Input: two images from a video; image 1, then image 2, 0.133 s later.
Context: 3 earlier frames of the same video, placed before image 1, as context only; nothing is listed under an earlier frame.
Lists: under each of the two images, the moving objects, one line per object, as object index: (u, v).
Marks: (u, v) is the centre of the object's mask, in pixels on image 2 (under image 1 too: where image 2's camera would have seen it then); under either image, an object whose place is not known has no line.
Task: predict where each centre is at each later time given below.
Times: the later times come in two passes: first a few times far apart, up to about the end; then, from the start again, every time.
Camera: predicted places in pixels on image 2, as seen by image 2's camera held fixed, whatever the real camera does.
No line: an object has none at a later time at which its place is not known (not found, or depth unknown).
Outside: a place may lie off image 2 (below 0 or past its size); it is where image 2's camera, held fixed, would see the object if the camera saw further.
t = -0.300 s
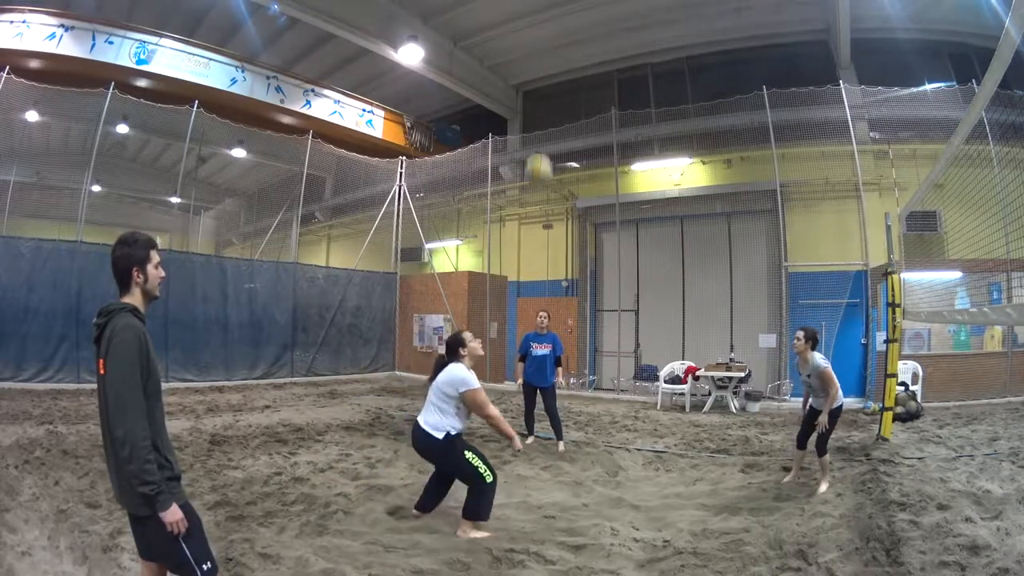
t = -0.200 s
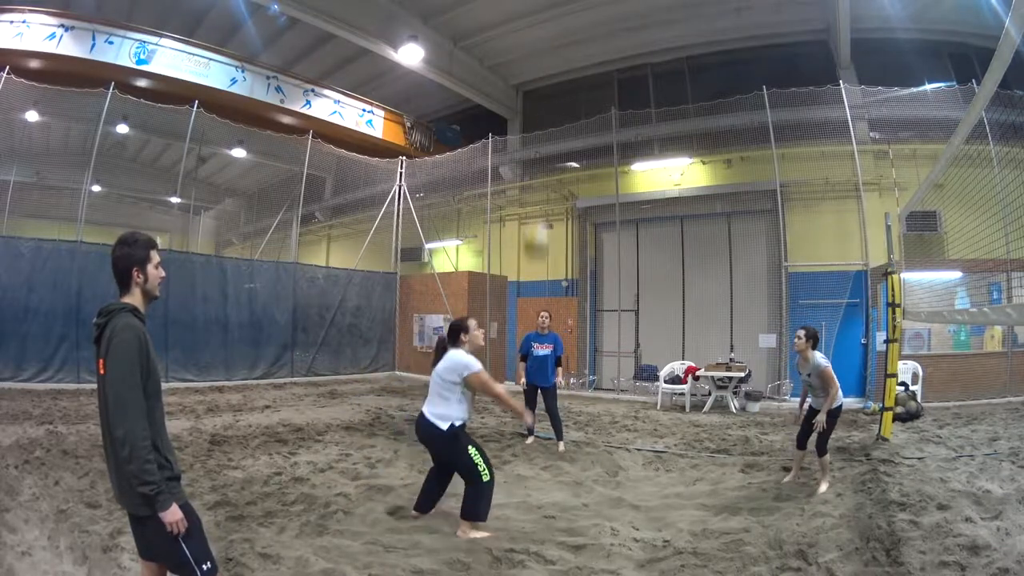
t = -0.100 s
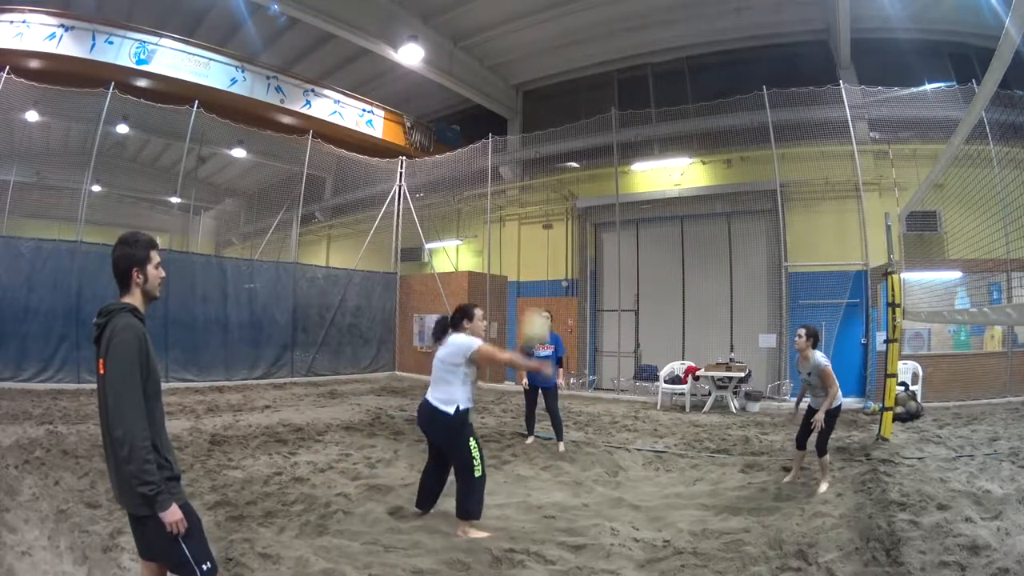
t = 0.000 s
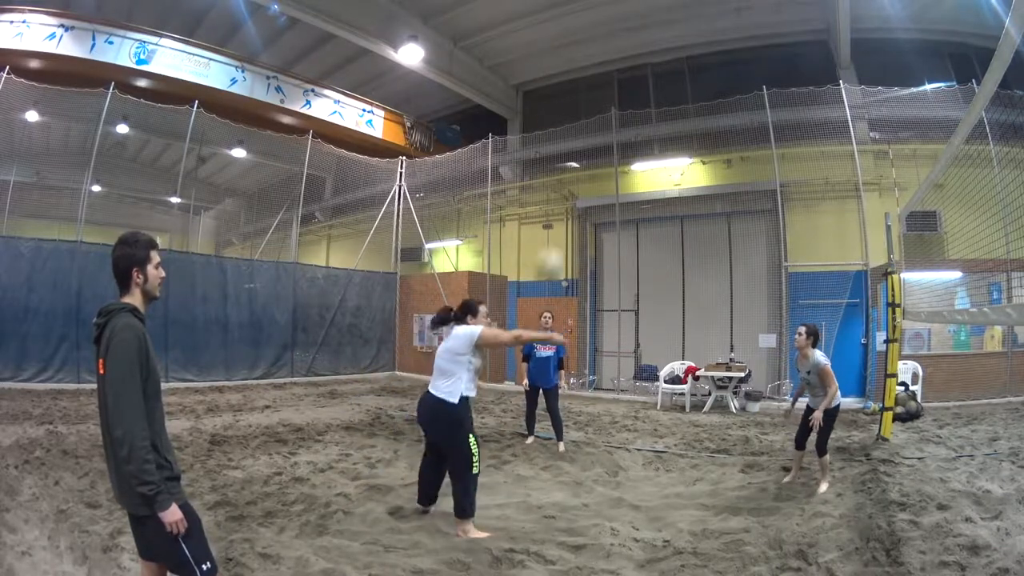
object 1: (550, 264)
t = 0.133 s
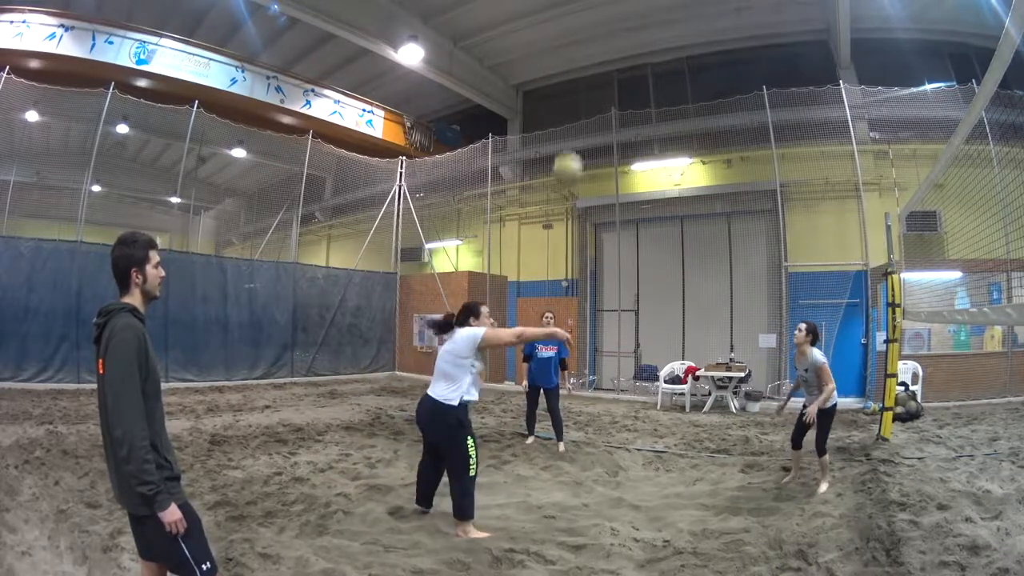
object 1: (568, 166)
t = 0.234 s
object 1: (579, 116)
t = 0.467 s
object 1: (602, 55)
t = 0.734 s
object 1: (629, 55)
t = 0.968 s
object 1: (656, 110)
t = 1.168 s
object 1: (682, 211)
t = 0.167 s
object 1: (572, 148)
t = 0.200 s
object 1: (576, 129)
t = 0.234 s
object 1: (579, 116)
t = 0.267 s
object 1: (583, 104)
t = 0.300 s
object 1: (586, 93)
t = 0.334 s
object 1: (589, 83)
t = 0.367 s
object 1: (592, 75)
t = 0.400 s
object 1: (595, 68)
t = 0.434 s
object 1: (599, 60)
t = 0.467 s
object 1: (602, 55)
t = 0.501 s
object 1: (607, 50)
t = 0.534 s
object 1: (609, 49)
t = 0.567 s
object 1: (614, 46)
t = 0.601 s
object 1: (617, 46)
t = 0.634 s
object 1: (620, 46)
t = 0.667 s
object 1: (622, 47)
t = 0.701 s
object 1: (626, 50)
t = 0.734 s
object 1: (629, 55)
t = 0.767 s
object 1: (632, 60)
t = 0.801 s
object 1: (636, 65)
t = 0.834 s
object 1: (640, 71)
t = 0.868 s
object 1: (643, 80)
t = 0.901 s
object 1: (648, 89)
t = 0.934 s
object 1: (652, 98)
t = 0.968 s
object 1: (656, 110)
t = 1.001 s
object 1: (660, 122)
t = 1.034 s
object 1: (664, 138)
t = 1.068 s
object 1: (668, 151)
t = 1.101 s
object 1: (673, 175)
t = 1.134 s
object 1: (677, 194)
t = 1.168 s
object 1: (682, 211)
